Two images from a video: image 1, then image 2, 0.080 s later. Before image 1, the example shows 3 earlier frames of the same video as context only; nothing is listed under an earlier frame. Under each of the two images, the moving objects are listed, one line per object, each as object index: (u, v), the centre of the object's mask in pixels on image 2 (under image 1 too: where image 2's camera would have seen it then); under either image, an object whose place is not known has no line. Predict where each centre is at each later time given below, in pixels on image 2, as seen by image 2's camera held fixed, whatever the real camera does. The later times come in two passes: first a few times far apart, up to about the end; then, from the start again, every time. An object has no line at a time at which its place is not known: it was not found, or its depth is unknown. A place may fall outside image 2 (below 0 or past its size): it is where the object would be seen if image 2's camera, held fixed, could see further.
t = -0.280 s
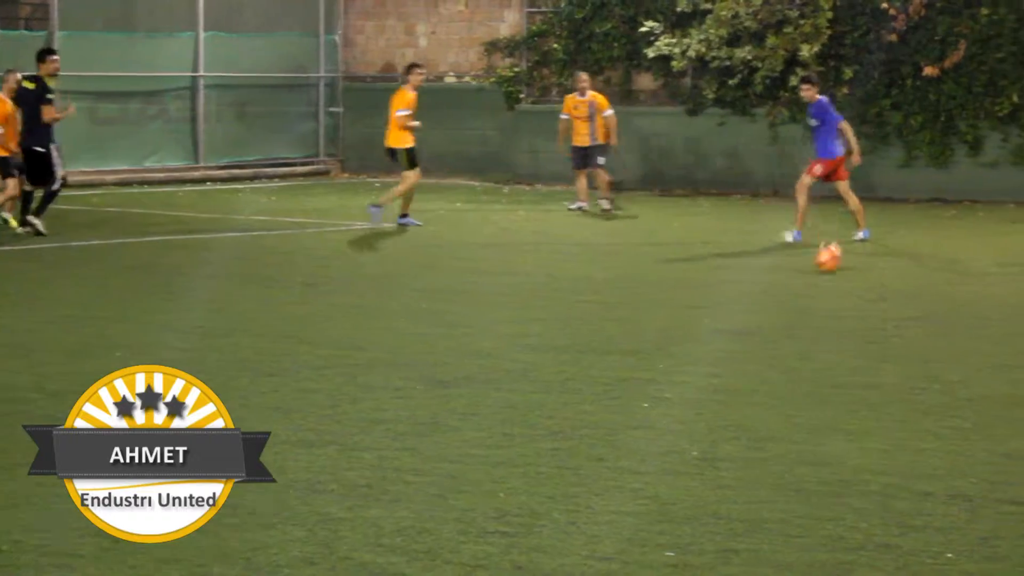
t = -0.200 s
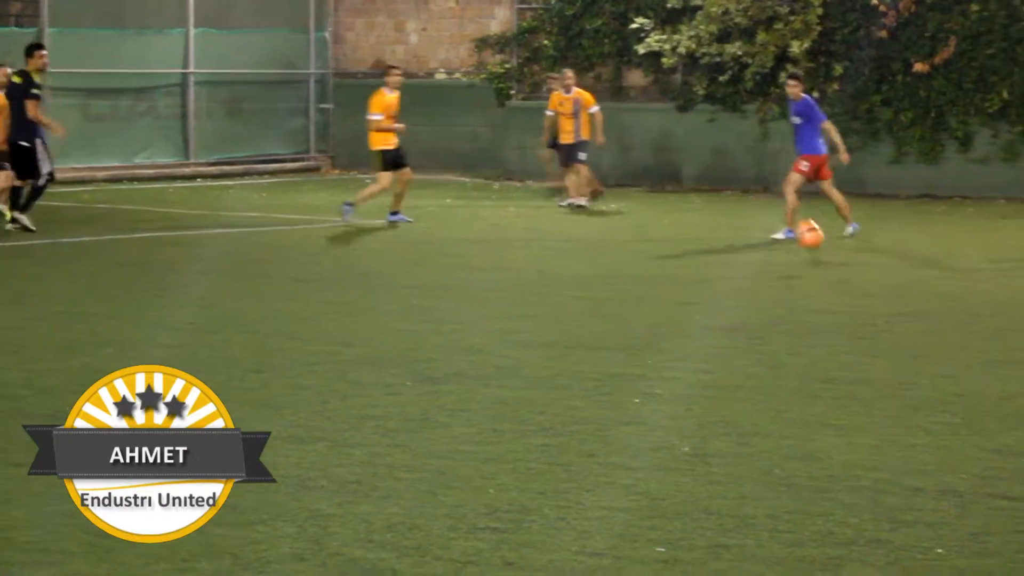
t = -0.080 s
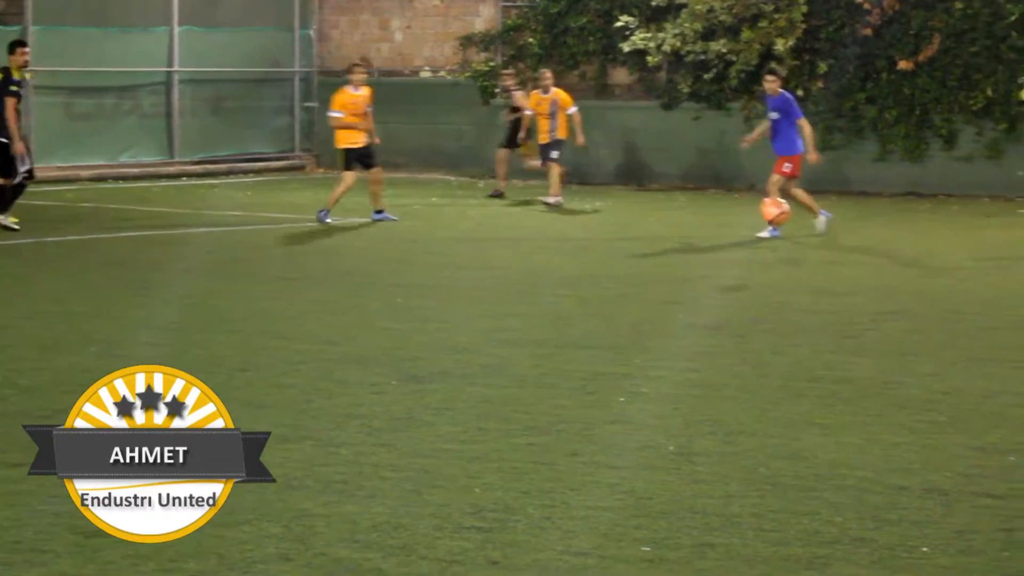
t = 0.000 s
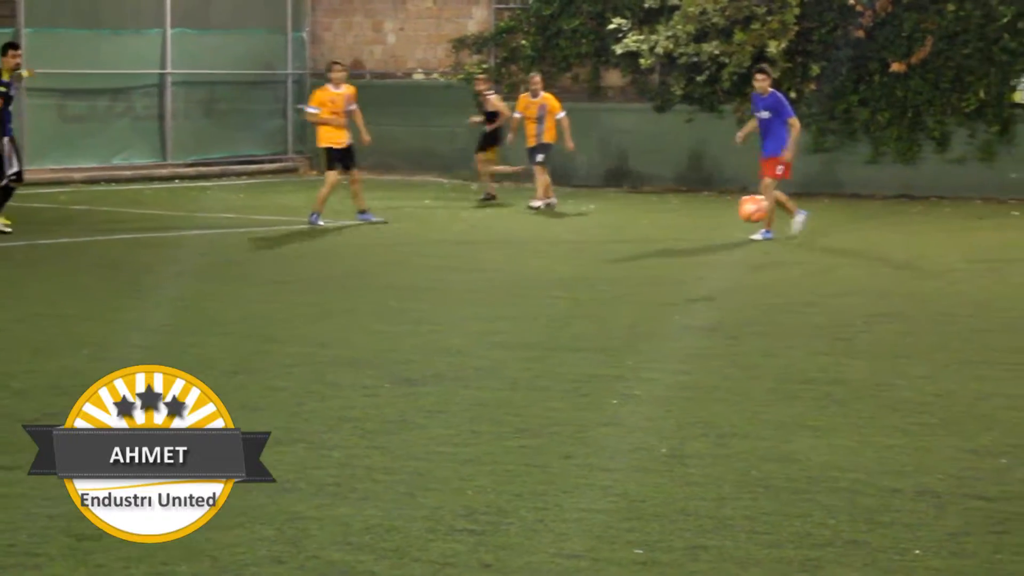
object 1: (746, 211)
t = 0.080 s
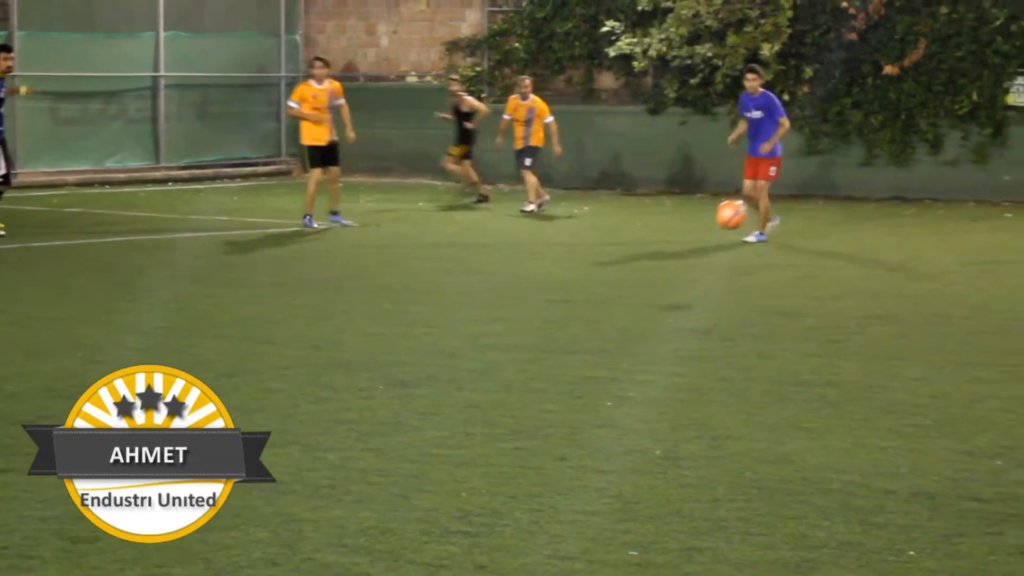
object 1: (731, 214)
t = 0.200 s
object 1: (706, 235)
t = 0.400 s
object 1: (657, 284)
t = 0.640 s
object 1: (589, 267)
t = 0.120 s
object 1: (723, 219)
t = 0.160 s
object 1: (715, 226)
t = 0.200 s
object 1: (706, 235)
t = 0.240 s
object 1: (697, 249)
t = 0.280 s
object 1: (687, 264)
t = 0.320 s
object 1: (678, 283)
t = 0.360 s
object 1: (666, 294)
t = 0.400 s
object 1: (657, 284)
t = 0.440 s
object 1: (647, 275)
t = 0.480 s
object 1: (636, 269)
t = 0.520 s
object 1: (625, 266)
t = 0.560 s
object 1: (613, 264)
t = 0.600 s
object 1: (602, 264)
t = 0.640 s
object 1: (589, 267)
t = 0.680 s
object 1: (577, 273)
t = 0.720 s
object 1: (562, 283)
